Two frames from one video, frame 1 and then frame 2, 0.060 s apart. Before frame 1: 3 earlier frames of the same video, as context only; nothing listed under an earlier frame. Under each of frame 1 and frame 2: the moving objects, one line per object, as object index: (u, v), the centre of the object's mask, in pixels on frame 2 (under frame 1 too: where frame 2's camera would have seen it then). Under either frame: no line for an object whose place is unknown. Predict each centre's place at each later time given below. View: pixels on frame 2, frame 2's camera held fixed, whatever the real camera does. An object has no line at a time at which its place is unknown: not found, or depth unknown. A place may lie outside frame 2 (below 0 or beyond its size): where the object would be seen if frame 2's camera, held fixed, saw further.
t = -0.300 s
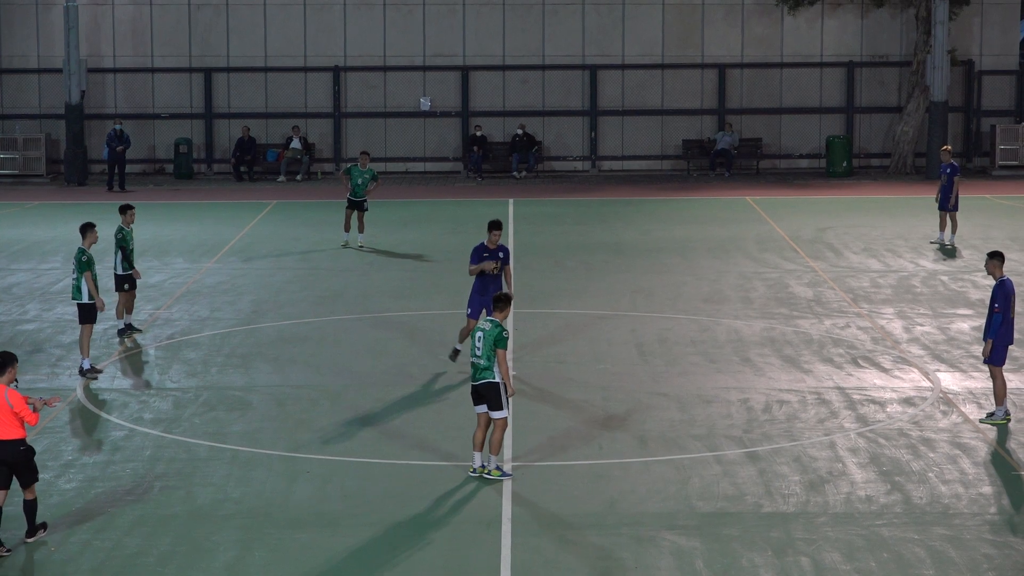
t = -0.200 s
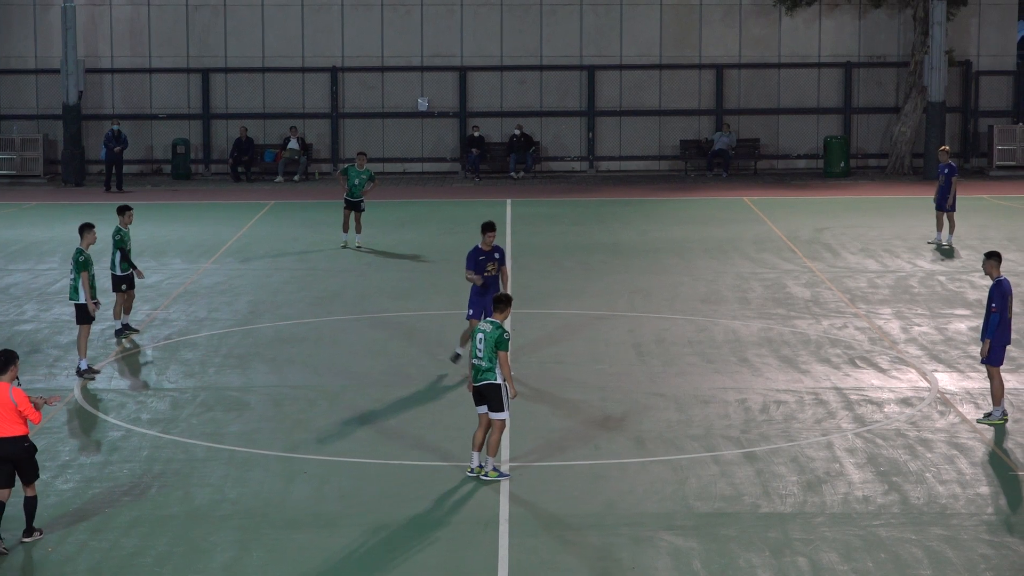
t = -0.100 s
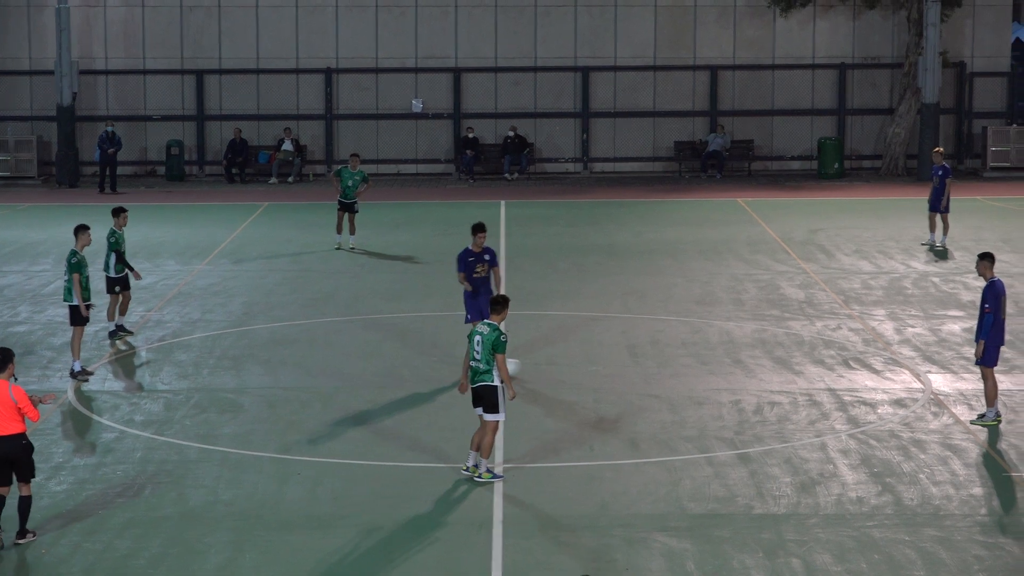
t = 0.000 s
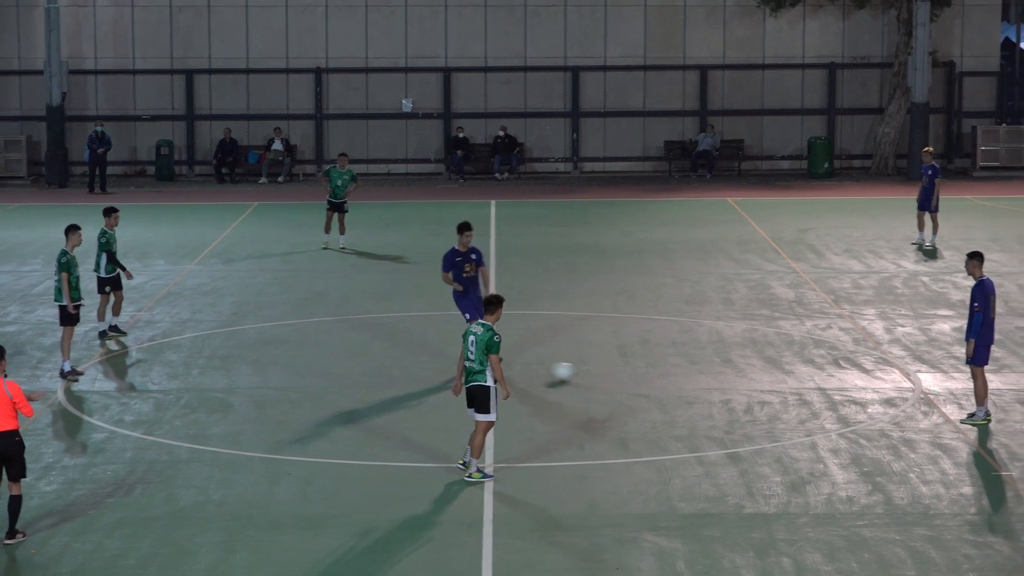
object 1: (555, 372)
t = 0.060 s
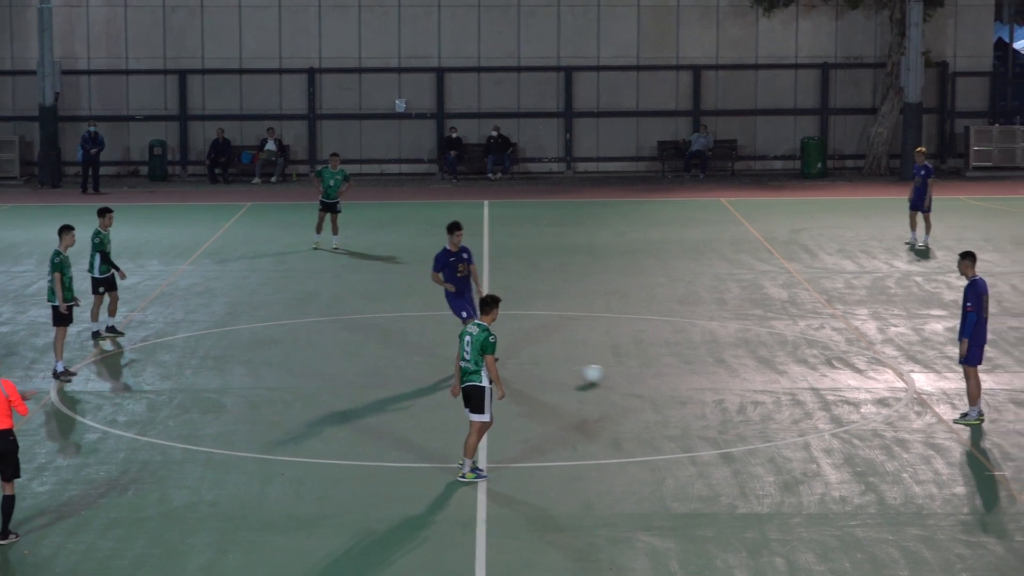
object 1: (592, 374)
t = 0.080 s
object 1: (605, 375)
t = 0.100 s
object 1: (616, 376)
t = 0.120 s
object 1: (628, 376)
